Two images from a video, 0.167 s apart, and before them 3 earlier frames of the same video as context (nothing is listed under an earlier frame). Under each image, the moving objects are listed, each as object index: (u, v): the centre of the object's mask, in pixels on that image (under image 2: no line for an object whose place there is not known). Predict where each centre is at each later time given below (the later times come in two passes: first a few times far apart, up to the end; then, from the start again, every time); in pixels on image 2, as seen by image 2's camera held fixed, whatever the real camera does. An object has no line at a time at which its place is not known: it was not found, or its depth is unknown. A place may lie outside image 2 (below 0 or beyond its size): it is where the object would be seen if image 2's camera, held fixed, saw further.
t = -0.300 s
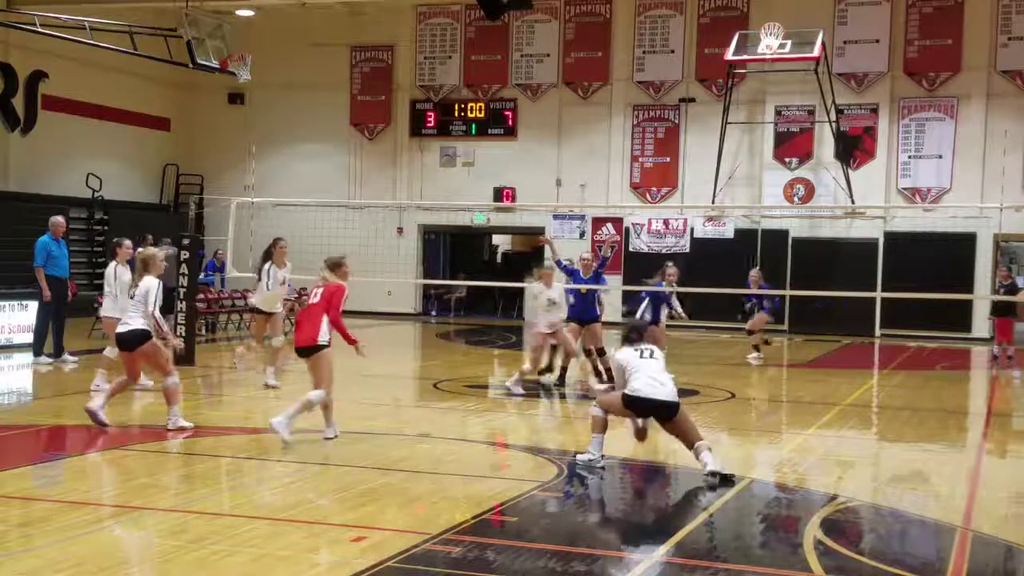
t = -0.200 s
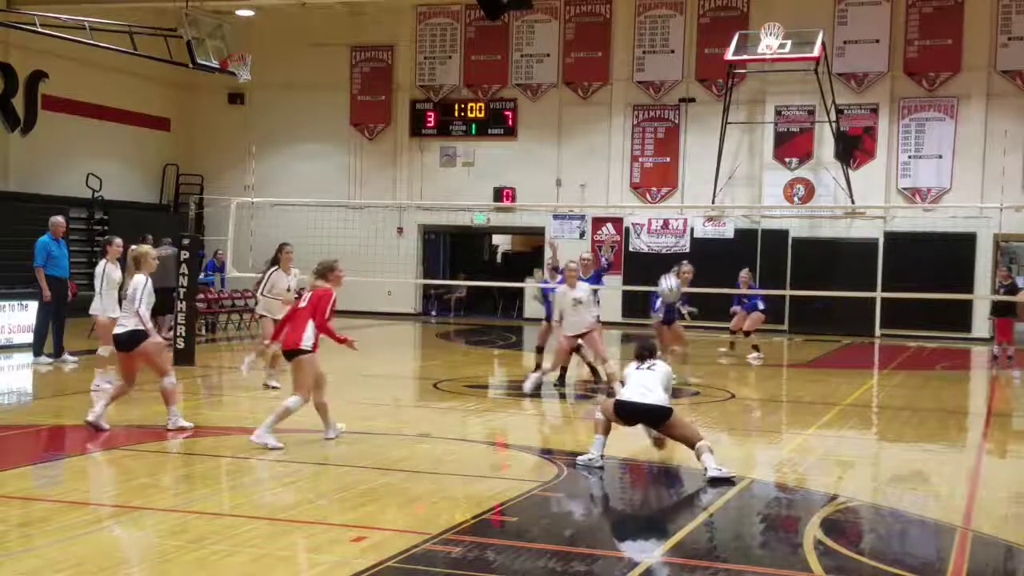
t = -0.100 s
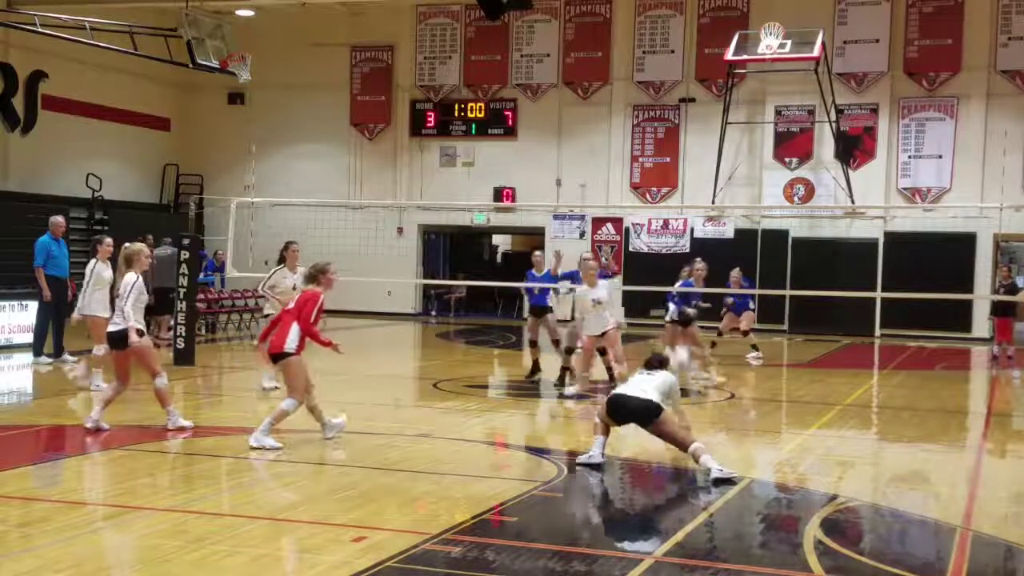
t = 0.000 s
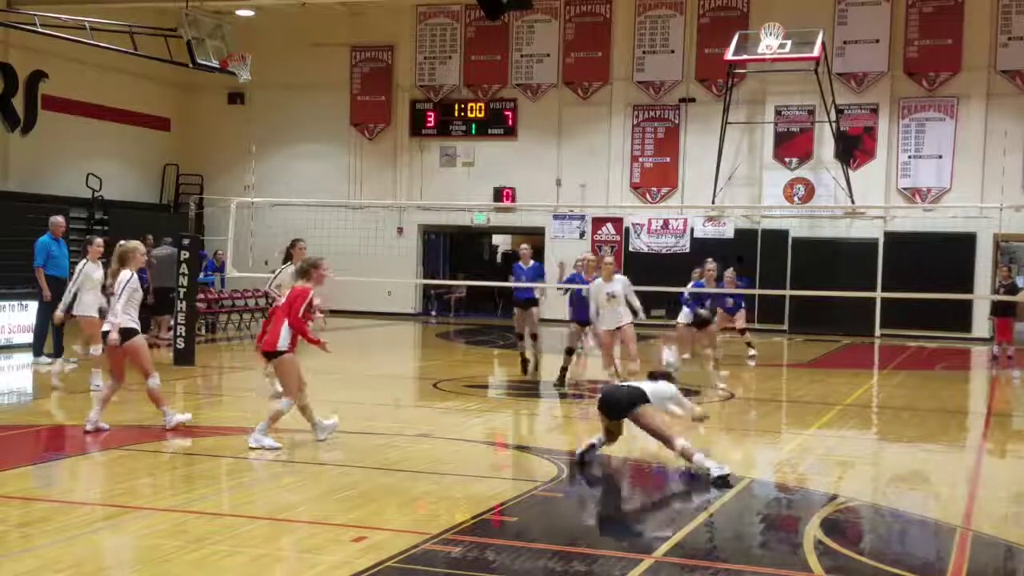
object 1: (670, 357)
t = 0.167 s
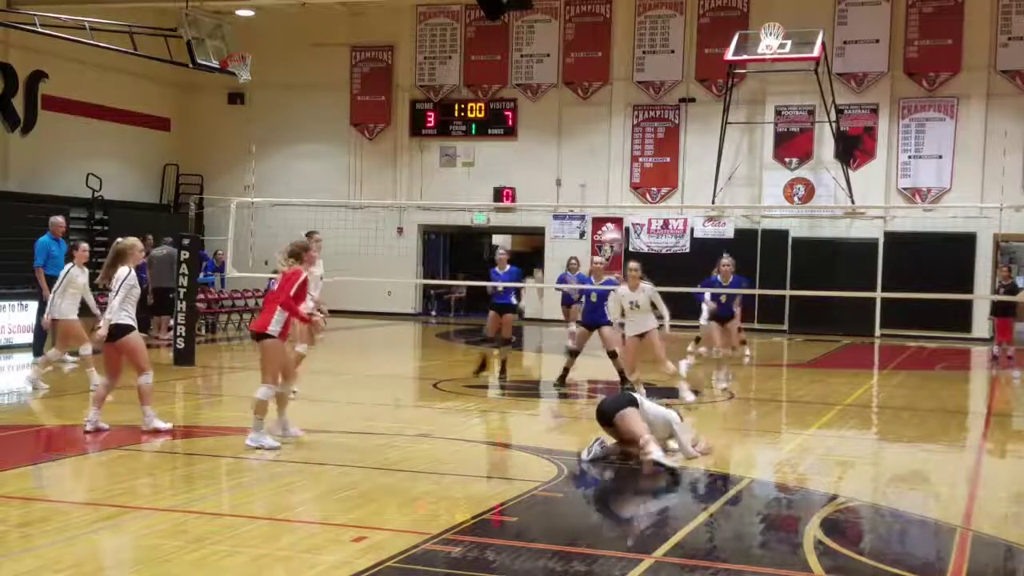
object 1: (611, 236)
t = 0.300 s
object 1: (569, 170)
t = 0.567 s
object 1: (494, 104)
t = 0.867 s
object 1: (410, 113)
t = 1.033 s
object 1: (367, 147)
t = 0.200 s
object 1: (599, 219)
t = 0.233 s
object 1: (589, 198)
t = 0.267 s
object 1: (579, 186)
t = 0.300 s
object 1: (569, 170)
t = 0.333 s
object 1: (558, 157)
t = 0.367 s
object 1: (547, 144)
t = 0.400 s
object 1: (544, 141)
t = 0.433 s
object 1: (527, 125)
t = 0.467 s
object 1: (521, 120)
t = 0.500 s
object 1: (513, 115)
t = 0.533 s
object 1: (502, 109)
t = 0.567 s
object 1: (494, 104)
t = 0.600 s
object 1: (484, 99)
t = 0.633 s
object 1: (472, 97)
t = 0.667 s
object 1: (463, 95)
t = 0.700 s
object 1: (455, 97)
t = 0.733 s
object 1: (445, 98)
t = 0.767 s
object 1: (436, 100)
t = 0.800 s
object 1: (427, 103)
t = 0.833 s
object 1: (418, 107)
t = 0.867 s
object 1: (410, 113)
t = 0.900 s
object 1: (401, 117)
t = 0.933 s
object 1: (393, 123)
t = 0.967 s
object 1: (382, 131)
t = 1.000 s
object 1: (375, 138)
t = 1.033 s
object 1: (367, 147)
